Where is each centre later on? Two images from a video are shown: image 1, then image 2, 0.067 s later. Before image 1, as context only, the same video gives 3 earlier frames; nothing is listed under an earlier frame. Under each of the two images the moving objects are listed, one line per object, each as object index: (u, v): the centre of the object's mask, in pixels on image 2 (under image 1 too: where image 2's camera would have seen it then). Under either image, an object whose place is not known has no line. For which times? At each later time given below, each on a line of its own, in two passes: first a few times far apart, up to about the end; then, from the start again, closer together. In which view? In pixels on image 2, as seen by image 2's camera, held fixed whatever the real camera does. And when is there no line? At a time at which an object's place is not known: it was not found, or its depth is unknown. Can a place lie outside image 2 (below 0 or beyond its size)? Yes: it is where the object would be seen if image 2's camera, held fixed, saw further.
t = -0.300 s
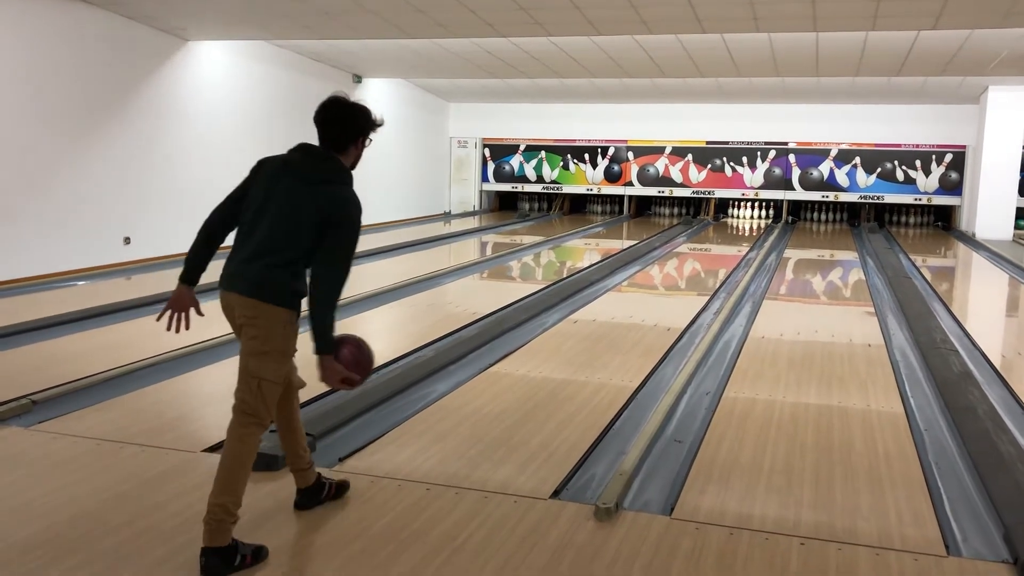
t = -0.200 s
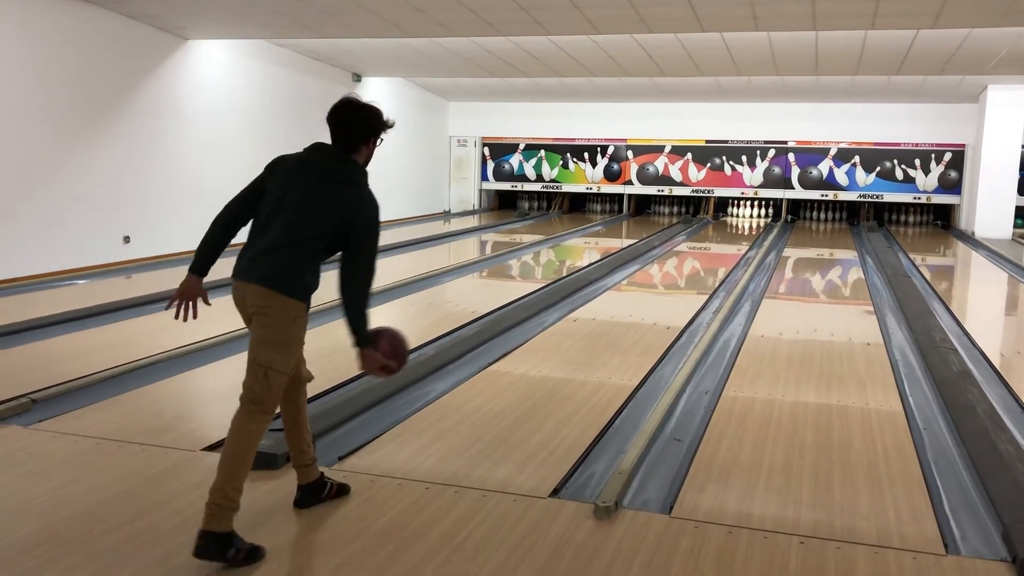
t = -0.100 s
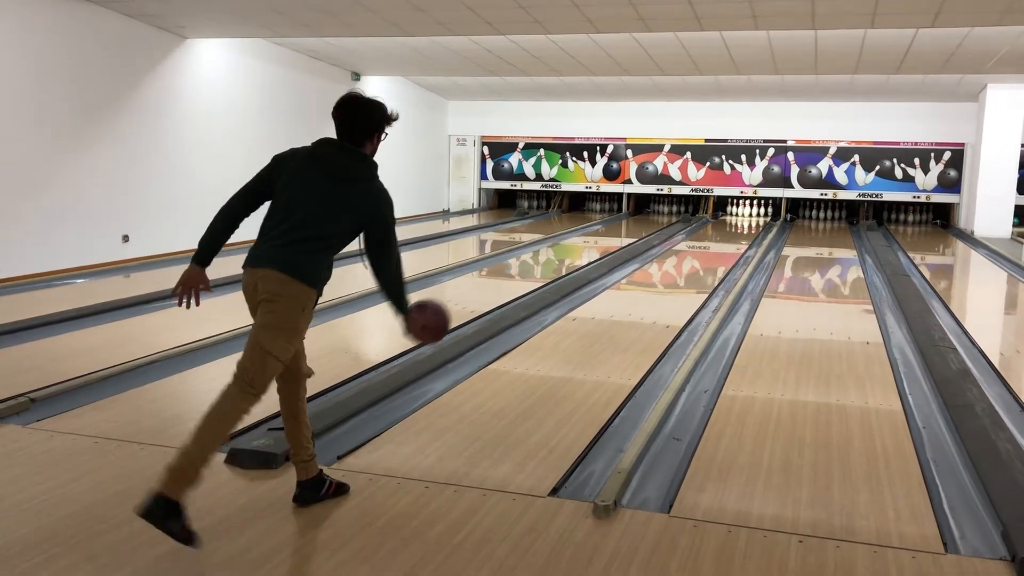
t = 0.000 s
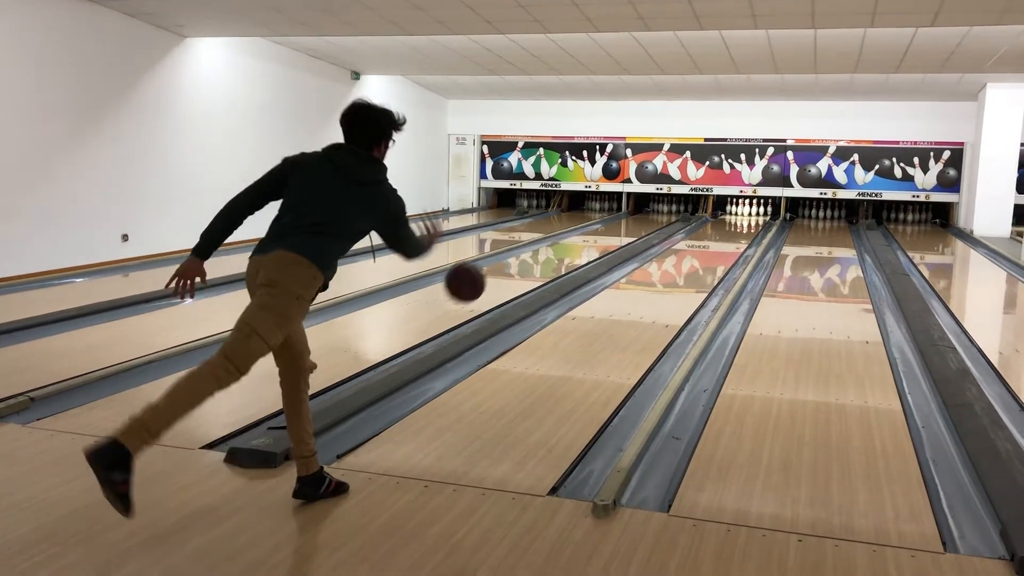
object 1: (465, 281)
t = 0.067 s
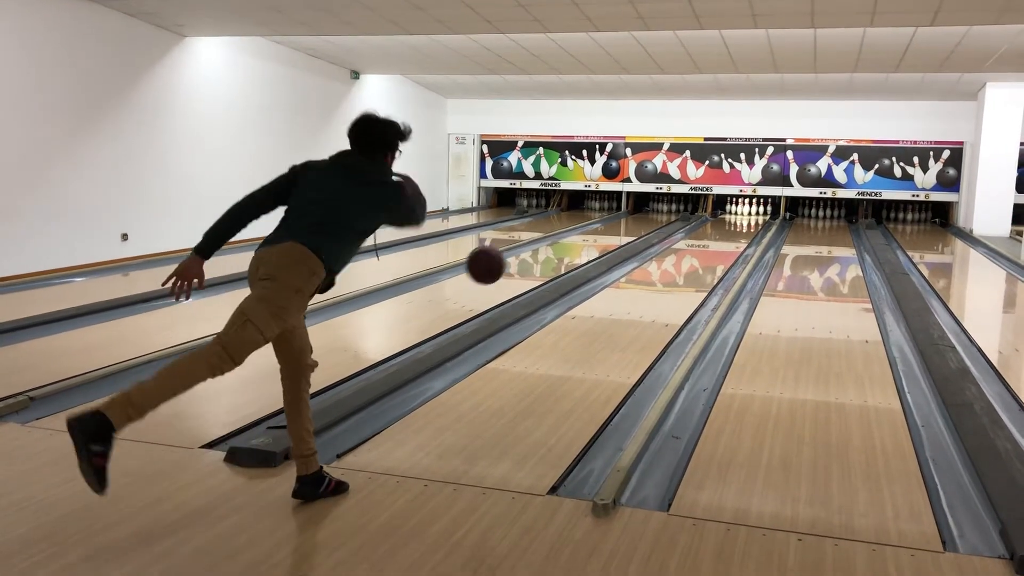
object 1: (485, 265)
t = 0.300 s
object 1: (541, 271)
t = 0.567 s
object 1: (583, 321)
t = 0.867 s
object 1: (618, 297)
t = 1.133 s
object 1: (642, 281)
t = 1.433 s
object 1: (663, 267)
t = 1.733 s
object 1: (680, 256)
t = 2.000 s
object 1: (693, 248)
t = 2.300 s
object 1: (704, 241)
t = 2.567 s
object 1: (713, 235)
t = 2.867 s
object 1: (721, 229)
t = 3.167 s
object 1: (730, 224)
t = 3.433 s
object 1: (735, 221)
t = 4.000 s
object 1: (746, 213)
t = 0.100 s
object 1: (495, 260)
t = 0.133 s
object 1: (504, 258)
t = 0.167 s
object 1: (512, 257)
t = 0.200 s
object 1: (520, 258)
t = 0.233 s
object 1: (527, 261)
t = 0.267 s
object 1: (534, 265)
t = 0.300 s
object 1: (541, 271)
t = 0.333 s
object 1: (547, 278)
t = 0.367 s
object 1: (553, 287)
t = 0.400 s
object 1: (558, 296)
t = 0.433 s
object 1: (564, 306)
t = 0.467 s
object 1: (569, 317)
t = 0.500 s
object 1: (573, 329)
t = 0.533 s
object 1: (578, 325)
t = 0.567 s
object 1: (583, 321)
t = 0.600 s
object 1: (587, 318)
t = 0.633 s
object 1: (592, 316)
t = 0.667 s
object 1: (596, 314)
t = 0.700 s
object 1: (600, 311)
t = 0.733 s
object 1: (604, 308)
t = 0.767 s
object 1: (608, 305)
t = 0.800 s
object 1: (611, 302)
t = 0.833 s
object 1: (615, 300)
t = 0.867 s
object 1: (618, 297)
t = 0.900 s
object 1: (621, 295)
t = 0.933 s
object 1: (625, 293)
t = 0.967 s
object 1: (628, 291)
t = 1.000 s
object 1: (631, 289)
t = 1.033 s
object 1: (634, 287)
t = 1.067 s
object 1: (636, 285)
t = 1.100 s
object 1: (639, 283)
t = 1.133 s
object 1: (642, 281)
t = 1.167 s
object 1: (644, 280)
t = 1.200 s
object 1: (647, 278)
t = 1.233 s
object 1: (650, 276)
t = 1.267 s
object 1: (652, 275)
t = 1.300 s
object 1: (654, 273)
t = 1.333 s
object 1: (657, 272)
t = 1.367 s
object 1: (659, 270)
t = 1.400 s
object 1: (661, 269)
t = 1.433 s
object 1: (663, 267)
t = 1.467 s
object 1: (665, 266)
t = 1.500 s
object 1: (667, 265)
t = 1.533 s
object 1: (669, 263)
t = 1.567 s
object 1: (671, 262)
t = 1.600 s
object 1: (673, 261)
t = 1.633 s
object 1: (675, 260)
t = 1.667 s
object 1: (677, 259)
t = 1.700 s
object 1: (678, 257)
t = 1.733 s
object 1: (680, 256)
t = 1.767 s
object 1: (682, 255)
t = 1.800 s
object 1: (683, 254)
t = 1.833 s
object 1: (685, 253)
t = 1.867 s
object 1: (686, 252)
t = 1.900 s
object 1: (688, 251)
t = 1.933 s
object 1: (689, 250)
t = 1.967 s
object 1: (691, 249)
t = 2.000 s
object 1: (693, 248)
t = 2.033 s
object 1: (694, 247)
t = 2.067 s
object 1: (695, 247)
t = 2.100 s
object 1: (696, 246)
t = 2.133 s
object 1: (698, 245)
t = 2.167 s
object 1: (699, 244)
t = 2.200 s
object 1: (701, 244)
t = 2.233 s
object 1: (702, 243)
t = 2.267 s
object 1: (703, 242)
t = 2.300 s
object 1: (704, 241)
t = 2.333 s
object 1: (705, 240)
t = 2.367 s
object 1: (706, 239)
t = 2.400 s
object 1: (707, 239)
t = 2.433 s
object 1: (709, 238)
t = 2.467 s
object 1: (710, 237)
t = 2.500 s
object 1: (711, 236)
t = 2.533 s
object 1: (712, 236)
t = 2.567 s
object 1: (713, 235)
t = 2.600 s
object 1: (714, 235)
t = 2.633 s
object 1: (715, 234)
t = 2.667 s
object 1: (716, 234)
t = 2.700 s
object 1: (717, 233)
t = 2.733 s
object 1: (718, 232)
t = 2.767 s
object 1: (719, 231)
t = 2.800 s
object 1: (720, 230)
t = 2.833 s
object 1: (720, 229)
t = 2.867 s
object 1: (721, 229)
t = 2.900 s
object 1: (722, 228)
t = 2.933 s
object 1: (723, 228)
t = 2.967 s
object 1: (723, 227)
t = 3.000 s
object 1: (724, 227)
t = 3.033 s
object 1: (725, 227)
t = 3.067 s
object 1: (726, 226)
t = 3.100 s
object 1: (729, 226)
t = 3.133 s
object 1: (729, 225)
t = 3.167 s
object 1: (730, 224)
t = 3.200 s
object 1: (731, 224)
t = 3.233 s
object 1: (731, 223)
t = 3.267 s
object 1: (732, 223)
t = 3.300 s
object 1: (732, 223)
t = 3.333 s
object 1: (733, 222)
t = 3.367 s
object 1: (734, 221)
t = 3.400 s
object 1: (734, 221)
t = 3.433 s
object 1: (735, 221)
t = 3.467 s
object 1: (735, 220)
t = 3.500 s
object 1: (737, 219)
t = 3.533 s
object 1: (737, 219)
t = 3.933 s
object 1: (746, 214)
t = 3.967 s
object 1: (746, 213)
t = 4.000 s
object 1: (746, 213)
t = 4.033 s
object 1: (746, 212)
